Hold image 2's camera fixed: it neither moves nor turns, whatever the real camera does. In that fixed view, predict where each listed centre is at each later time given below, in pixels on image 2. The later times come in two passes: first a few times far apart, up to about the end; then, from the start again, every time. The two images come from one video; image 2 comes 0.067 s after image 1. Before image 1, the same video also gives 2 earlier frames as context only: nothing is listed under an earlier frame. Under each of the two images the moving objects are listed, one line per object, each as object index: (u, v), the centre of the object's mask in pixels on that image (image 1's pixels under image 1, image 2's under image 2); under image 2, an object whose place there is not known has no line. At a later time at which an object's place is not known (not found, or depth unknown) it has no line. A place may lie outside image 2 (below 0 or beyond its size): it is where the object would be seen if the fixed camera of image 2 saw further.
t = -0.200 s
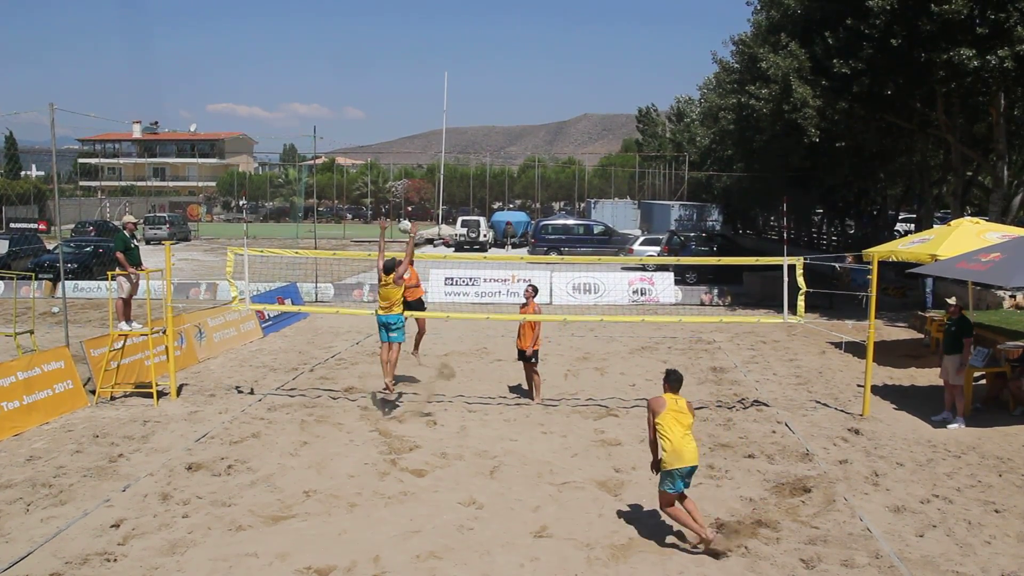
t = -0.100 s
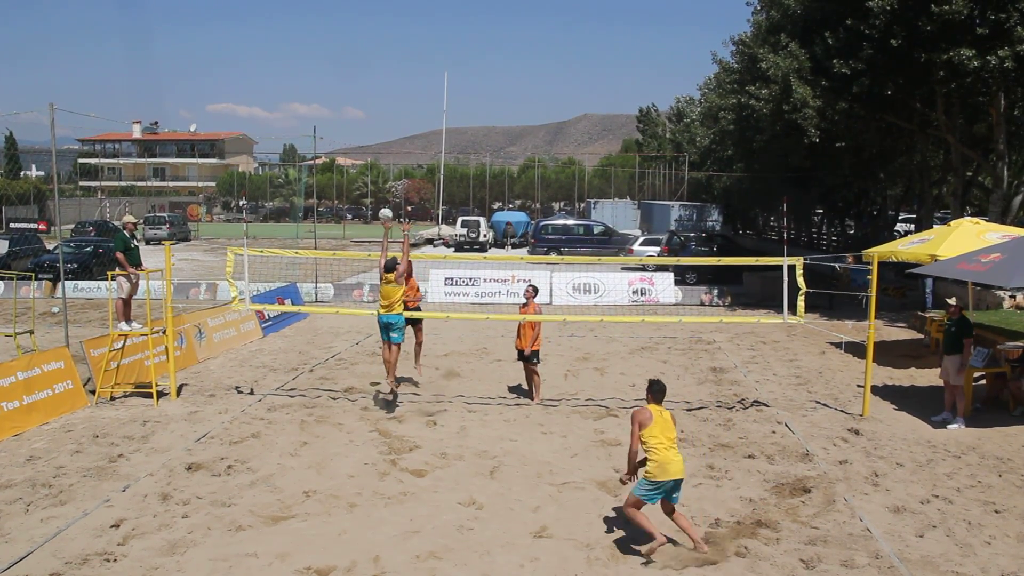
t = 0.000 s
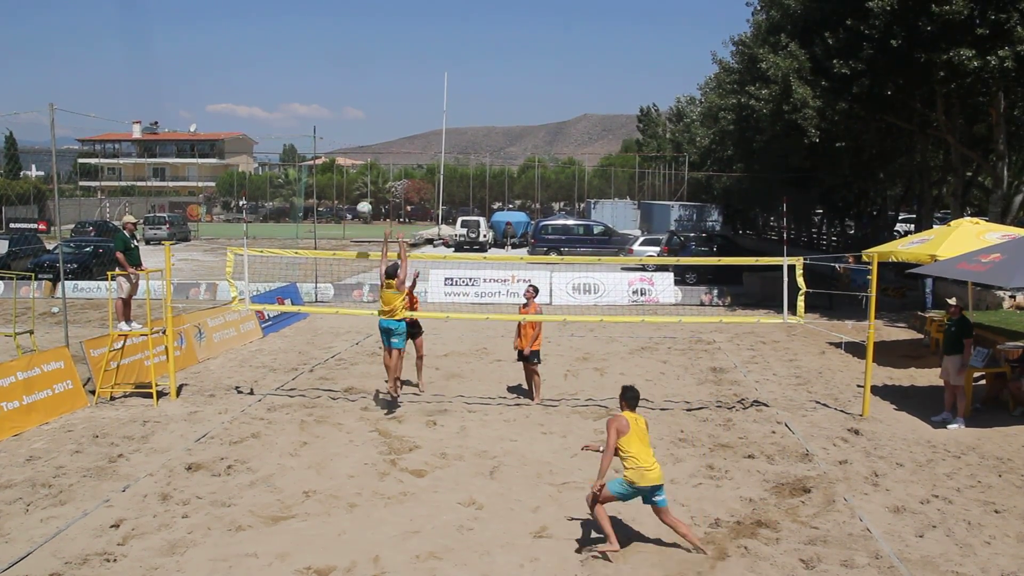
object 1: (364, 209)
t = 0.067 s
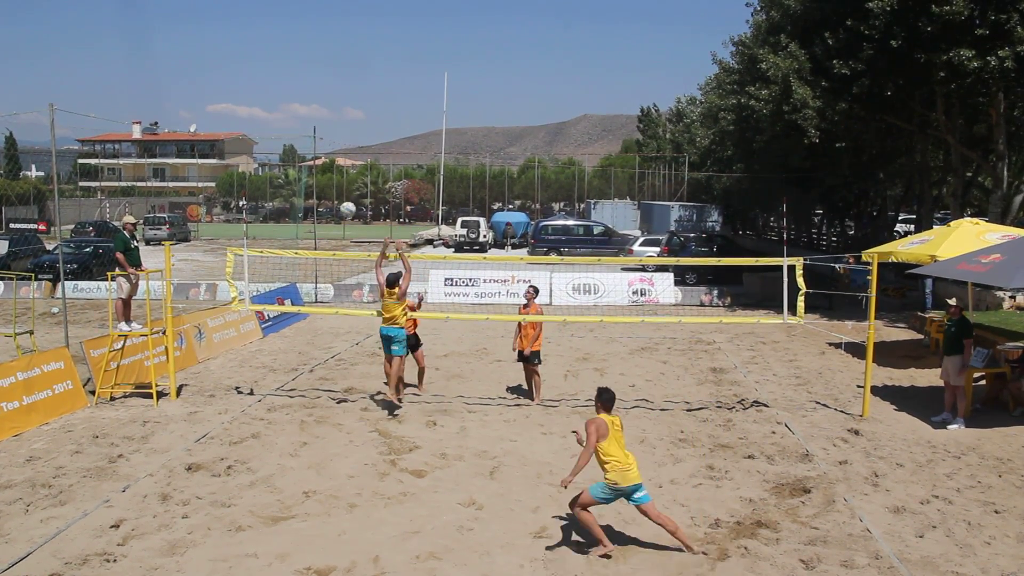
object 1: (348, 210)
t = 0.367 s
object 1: (260, 260)
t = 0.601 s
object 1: (169, 381)
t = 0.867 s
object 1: (50, 560)
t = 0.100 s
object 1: (340, 211)
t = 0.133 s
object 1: (331, 212)
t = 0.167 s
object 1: (322, 216)
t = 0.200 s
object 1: (313, 221)
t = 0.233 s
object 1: (303, 226)
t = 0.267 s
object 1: (293, 232)
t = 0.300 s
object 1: (282, 240)
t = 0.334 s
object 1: (271, 250)
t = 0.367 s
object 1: (260, 260)
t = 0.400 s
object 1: (247, 273)
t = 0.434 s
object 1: (235, 286)
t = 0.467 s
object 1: (223, 302)
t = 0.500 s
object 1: (210, 319)
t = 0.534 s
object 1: (197, 337)
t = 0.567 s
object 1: (183, 358)
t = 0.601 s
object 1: (169, 381)
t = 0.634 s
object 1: (155, 406)
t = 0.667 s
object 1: (140, 433)
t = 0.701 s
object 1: (124, 463)
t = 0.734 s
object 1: (109, 495)
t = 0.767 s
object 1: (93, 529)
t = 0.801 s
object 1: (77, 566)
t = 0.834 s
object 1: (63, 567)
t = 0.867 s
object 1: (50, 560)
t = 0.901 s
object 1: (38, 553)
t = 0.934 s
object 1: (25, 547)
